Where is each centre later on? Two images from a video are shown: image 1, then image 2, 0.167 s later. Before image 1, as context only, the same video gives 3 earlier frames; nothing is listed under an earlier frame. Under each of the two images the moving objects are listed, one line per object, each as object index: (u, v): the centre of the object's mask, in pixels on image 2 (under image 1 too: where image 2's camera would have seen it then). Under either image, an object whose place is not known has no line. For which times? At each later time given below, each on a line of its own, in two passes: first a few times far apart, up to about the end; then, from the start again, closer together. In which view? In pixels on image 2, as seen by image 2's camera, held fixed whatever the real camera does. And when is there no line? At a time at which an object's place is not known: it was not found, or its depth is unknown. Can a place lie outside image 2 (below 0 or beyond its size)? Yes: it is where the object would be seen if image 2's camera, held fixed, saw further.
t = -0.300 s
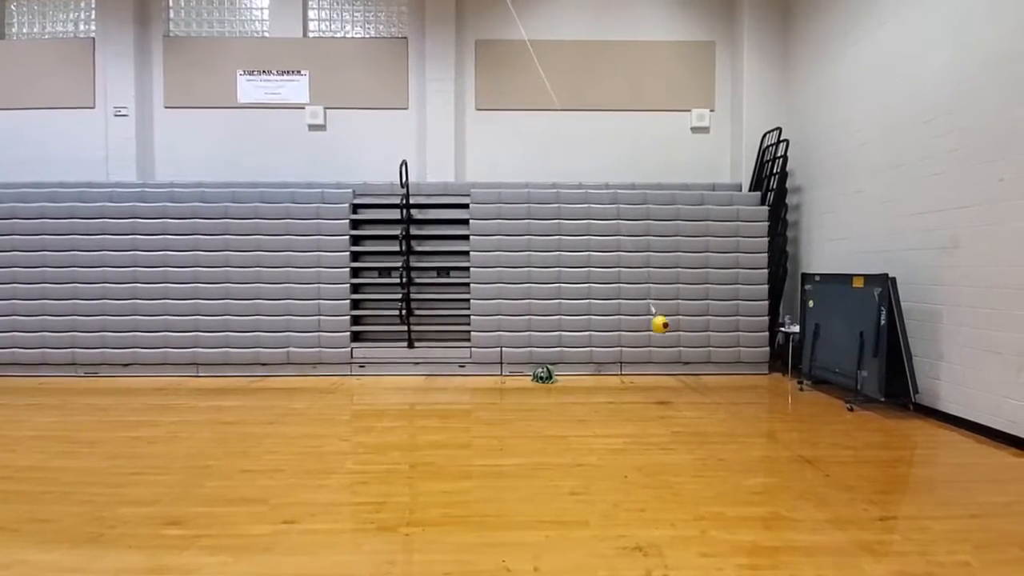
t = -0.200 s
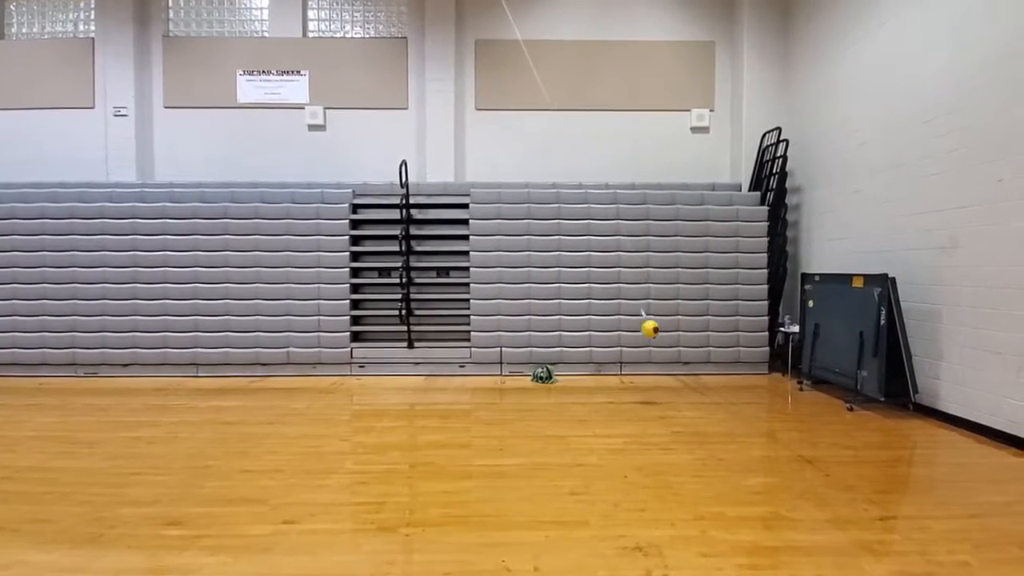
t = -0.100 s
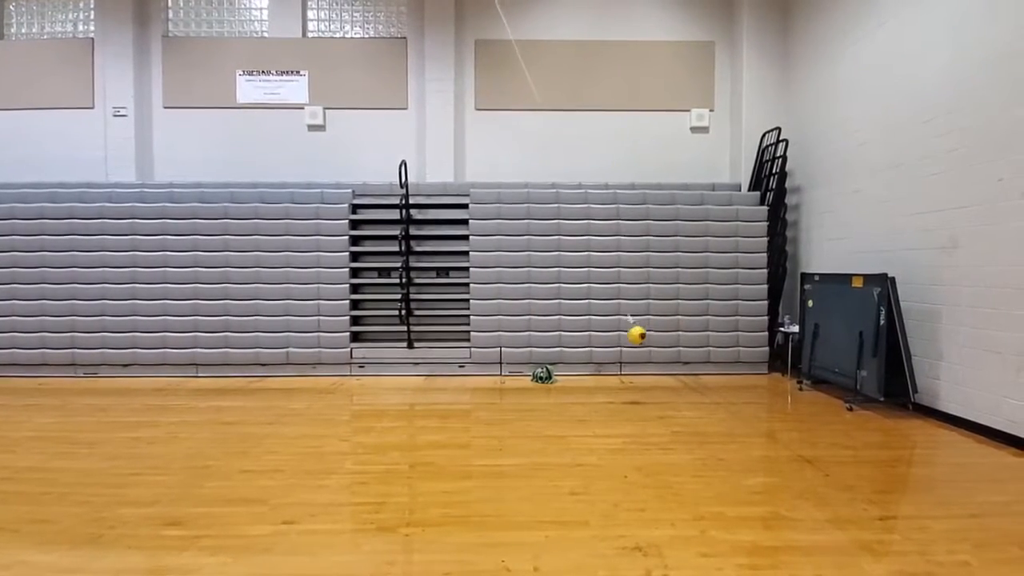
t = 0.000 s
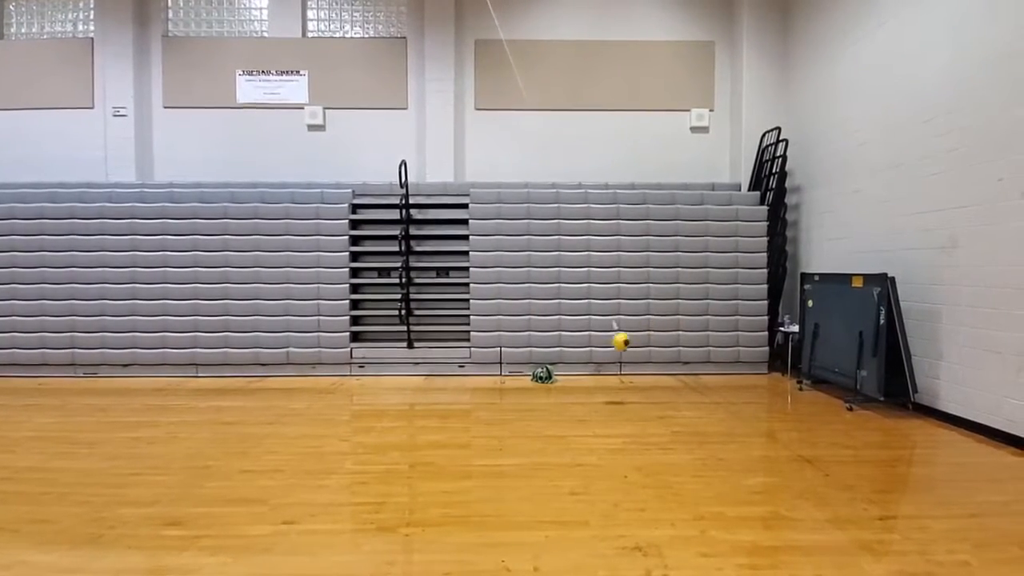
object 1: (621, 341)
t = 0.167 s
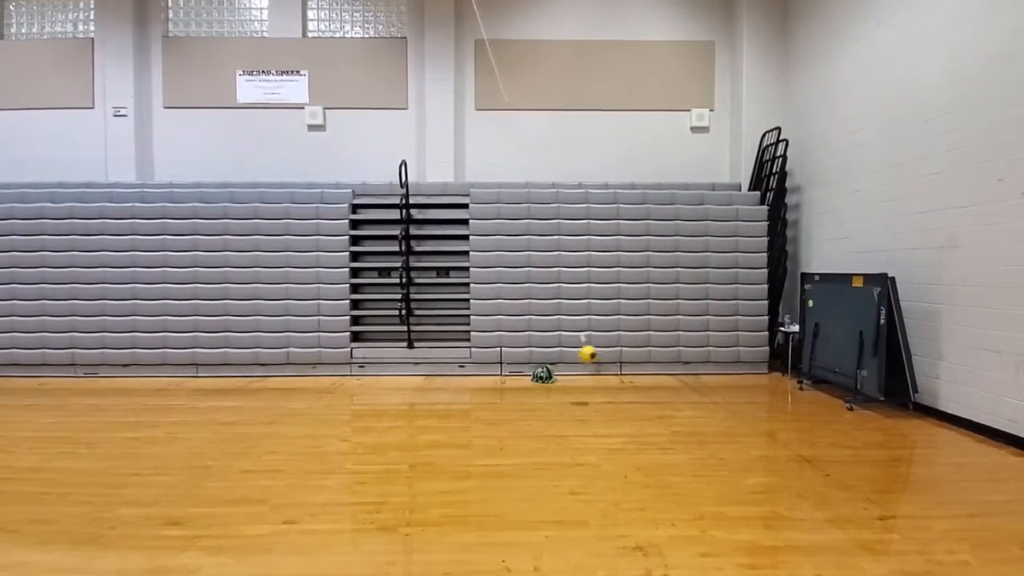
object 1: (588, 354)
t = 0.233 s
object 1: (572, 359)
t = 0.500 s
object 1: (500, 376)
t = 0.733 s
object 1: (426, 385)
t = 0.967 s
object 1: (348, 385)
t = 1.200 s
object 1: (275, 375)
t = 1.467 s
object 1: (202, 358)
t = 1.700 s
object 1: (156, 341)
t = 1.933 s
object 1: (127, 329)
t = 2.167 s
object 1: (117, 325)
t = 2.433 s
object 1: (129, 331)
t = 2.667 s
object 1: (160, 343)
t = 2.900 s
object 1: (209, 362)
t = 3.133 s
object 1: (274, 377)
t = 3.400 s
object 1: (359, 387)
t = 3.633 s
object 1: (437, 386)
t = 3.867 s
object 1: (508, 376)
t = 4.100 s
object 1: (570, 361)
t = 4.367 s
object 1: (623, 341)
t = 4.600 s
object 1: (651, 328)
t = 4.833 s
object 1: (661, 323)
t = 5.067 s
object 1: (656, 325)
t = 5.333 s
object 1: (628, 338)
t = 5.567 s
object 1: (584, 354)
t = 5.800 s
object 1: (528, 371)
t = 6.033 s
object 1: (460, 381)
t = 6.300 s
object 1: (374, 386)
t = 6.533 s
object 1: (301, 379)
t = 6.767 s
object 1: (235, 366)
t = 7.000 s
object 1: (182, 350)
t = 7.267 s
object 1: (141, 335)
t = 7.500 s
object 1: (125, 329)
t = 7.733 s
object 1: (128, 329)
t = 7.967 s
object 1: (149, 339)
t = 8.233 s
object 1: (196, 357)
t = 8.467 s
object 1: (255, 372)
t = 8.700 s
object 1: (325, 383)
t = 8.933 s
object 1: (400, 388)
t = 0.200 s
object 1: (580, 356)
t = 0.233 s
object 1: (572, 359)
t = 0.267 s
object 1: (564, 362)
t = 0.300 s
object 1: (555, 364)
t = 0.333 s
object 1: (547, 366)
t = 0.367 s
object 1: (537, 369)
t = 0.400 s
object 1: (528, 371)
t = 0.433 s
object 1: (519, 373)
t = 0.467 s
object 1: (509, 375)
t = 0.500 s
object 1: (500, 376)
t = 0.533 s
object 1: (489, 378)
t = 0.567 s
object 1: (478, 380)
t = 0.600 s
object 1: (468, 381)
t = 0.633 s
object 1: (458, 382)
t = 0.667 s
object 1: (448, 383)
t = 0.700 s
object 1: (437, 384)
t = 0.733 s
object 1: (426, 385)
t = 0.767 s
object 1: (414, 386)
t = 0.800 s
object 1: (403, 387)
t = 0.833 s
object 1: (392, 386)
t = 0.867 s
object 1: (381, 386)
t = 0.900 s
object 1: (369, 387)
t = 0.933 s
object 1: (359, 386)
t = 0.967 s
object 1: (348, 385)
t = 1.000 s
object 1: (339, 383)
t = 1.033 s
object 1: (327, 382)
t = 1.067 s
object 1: (316, 381)
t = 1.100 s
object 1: (306, 380)
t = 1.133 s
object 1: (295, 379)
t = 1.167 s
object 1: (285, 377)
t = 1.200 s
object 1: (275, 375)
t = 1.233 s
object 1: (265, 373)
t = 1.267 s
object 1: (255, 371)
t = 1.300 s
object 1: (245, 369)
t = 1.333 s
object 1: (236, 367)
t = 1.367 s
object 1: (228, 364)
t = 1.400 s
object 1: (219, 362)
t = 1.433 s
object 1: (210, 360)
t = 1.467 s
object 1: (202, 358)
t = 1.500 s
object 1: (195, 355)
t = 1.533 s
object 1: (187, 353)
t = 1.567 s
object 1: (181, 350)
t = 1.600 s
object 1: (174, 348)
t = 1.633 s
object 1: (168, 345)
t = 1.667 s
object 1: (162, 343)
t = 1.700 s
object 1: (156, 341)
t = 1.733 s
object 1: (151, 339)
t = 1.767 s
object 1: (146, 336)
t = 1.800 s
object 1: (141, 335)
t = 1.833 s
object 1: (137, 333)
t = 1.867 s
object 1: (133, 332)
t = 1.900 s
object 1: (130, 330)
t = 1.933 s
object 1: (127, 329)
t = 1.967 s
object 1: (124, 328)
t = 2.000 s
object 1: (122, 327)
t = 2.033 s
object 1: (120, 326)
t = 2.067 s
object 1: (118, 326)
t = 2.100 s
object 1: (118, 325)
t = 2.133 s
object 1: (117, 325)
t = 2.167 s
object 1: (117, 325)
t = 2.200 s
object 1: (117, 325)
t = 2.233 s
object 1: (117, 325)
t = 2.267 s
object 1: (118, 326)
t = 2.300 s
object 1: (119, 326)
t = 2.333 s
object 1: (121, 327)
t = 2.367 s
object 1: (123, 328)
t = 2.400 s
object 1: (125, 329)
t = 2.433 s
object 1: (129, 331)
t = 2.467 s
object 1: (132, 332)
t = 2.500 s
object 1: (136, 334)
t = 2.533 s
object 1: (140, 336)
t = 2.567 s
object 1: (144, 338)
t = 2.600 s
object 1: (149, 340)
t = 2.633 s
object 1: (153, 342)
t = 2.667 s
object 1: (160, 343)
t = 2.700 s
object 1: (165, 346)
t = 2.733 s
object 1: (172, 349)
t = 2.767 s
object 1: (179, 351)
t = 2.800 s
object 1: (186, 353)
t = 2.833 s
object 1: (193, 357)
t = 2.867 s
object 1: (201, 359)
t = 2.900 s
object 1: (209, 362)
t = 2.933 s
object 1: (217, 364)
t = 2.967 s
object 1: (226, 366)
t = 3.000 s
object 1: (236, 368)
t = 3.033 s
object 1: (245, 371)
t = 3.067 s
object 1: (254, 373)
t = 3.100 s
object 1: (265, 375)
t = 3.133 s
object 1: (274, 377)
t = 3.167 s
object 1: (284, 379)
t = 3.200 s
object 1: (295, 380)
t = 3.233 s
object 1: (306, 381)
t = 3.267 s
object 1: (316, 383)
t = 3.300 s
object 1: (327, 384)
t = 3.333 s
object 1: (338, 386)
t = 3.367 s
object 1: (348, 387)
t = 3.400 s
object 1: (359, 387)
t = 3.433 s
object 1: (370, 387)
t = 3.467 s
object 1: (381, 388)
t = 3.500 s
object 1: (393, 388)
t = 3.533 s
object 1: (404, 389)
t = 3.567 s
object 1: (415, 388)
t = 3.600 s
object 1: (426, 387)
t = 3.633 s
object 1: (437, 386)
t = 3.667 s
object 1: (447, 385)
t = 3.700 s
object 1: (458, 384)
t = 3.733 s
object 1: (469, 383)
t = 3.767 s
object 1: (479, 381)
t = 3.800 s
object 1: (489, 381)
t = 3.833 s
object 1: (498, 379)
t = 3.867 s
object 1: (508, 376)
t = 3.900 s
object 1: (517, 374)
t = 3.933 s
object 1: (527, 372)
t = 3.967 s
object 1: (536, 370)
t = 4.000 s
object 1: (546, 367)
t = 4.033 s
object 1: (553, 366)
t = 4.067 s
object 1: (561, 363)
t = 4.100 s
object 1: (570, 361)
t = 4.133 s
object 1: (577, 359)
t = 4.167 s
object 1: (585, 355)
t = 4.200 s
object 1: (592, 353)
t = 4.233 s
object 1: (599, 351)
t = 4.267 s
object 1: (605, 348)
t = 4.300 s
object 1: (611, 346)
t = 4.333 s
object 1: (617, 343)
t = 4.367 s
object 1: (623, 341)
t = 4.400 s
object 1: (628, 339)
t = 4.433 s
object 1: (632, 337)
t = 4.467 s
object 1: (636, 335)
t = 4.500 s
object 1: (641, 333)
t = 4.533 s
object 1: (645, 331)
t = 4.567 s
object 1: (648, 330)
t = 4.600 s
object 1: (651, 328)
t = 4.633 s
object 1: (654, 326)
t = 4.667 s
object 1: (656, 325)
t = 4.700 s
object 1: (658, 325)
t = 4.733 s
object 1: (659, 324)
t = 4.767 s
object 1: (660, 323)
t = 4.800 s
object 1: (661, 323)
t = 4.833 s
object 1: (661, 323)
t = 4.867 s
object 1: (661, 323)
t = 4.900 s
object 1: (661, 322)
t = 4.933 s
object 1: (661, 322)
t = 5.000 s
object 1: (659, 323)
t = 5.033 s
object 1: (658, 324)
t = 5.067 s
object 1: (656, 325)
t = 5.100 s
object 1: (654, 325)
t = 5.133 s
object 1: (651, 327)
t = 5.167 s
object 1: (648, 329)
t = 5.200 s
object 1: (644, 331)
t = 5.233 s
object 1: (640, 332)
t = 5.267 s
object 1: (636, 334)
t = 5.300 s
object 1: (631, 335)
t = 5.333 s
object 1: (628, 338)
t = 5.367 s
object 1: (622, 340)
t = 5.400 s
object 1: (617, 342)
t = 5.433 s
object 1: (611, 345)
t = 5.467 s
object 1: (605, 347)
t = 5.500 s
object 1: (598, 349)
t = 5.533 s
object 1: (592, 352)
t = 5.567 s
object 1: (584, 354)
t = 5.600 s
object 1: (578, 357)
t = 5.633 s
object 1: (570, 358)
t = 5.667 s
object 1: (562, 361)
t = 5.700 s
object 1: (554, 364)
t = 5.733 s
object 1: (546, 367)
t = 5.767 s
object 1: (537, 368)
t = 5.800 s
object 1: (528, 371)
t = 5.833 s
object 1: (518, 373)
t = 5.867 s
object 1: (509, 375)
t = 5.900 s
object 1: (500, 376)
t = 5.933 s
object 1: (490, 378)
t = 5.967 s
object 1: (480, 379)
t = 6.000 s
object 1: (470, 381)
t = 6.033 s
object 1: (460, 381)
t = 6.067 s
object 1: (449, 383)
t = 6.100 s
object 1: (438, 384)
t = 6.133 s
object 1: (427, 385)
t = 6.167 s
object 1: (417, 386)
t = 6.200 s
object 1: (407, 386)
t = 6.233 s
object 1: (396, 386)
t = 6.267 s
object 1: (385, 386)
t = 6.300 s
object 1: (374, 386)
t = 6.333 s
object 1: (363, 386)
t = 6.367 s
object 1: (353, 385)
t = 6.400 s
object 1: (343, 384)
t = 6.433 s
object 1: (333, 383)
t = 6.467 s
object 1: (322, 381)
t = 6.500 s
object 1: (312, 380)
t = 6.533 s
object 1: (301, 379)
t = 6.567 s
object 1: (291, 378)
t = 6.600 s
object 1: (282, 376)
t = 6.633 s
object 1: (272, 374)
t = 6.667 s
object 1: (262, 373)
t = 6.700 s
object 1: (253, 370)
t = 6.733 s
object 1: (244, 369)
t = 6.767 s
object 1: (235, 366)
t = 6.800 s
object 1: (227, 364)
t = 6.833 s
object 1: (218, 362)
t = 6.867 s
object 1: (210, 360)
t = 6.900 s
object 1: (202, 358)
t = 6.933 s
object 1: (195, 355)
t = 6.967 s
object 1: (188, 353)
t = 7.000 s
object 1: (182, 350)
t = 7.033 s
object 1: (175, 348)
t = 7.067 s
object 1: (169, 346)
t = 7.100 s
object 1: (163, 344)
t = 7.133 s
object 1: (158, 342)
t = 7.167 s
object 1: (154, 340)
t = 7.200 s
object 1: (149, 338)
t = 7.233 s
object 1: (144, 336)
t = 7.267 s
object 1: (141, 335)
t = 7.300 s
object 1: (138, 334)
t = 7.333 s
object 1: (135, 332)
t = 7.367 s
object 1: (132, 331)
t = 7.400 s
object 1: (129, 330)
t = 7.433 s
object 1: (128, 329)
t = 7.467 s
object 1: (126, 329)
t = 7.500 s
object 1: (125, 329)
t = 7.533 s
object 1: (124, 328)
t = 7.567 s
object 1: (124, 328)
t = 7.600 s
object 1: (124, 328)
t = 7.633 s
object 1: (124, 328)
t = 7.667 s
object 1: (124, 328)
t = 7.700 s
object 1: (126, 328)
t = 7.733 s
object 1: (128, 329)
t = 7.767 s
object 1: (130, 330)
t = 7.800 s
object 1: (132, 331)
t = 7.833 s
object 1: (135, 332)
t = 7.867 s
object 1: (138, 334)
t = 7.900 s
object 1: (141, 335)
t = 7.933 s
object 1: (144, 338)
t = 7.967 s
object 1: (149, 339)
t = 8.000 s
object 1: (154, 341)
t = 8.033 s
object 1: (159, 343)
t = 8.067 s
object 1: (165, 346)
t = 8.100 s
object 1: (170, 347)
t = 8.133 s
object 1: (176, 350)
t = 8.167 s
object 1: (183, 352)
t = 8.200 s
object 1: (190, 355)
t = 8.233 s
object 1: (196, 357)
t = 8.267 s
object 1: (204, 359)
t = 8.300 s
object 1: (211, 362)
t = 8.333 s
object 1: (220, 364)
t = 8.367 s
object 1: (228, 367)
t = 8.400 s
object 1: (237, 368)
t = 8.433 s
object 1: (246, 371)
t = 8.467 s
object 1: (255, 372)
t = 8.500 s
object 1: (264, 375)
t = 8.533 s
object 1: (275, 376)
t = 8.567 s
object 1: (284, 378)
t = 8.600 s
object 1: (294, 380)
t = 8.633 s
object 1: (304, 381)
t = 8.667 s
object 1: (315, 382)
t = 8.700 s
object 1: (325, 383)
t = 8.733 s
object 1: (335, 385)
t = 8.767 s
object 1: (346, 386)
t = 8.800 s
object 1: (357, 387)
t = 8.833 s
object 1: (368, 387)
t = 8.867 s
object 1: (378, 387)
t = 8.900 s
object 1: (389, 388)
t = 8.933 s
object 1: (400, 388)
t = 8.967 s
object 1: (411, 388)
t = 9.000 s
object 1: (421, 387)
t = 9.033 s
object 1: (432, 386)
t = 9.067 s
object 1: (442, 386)
